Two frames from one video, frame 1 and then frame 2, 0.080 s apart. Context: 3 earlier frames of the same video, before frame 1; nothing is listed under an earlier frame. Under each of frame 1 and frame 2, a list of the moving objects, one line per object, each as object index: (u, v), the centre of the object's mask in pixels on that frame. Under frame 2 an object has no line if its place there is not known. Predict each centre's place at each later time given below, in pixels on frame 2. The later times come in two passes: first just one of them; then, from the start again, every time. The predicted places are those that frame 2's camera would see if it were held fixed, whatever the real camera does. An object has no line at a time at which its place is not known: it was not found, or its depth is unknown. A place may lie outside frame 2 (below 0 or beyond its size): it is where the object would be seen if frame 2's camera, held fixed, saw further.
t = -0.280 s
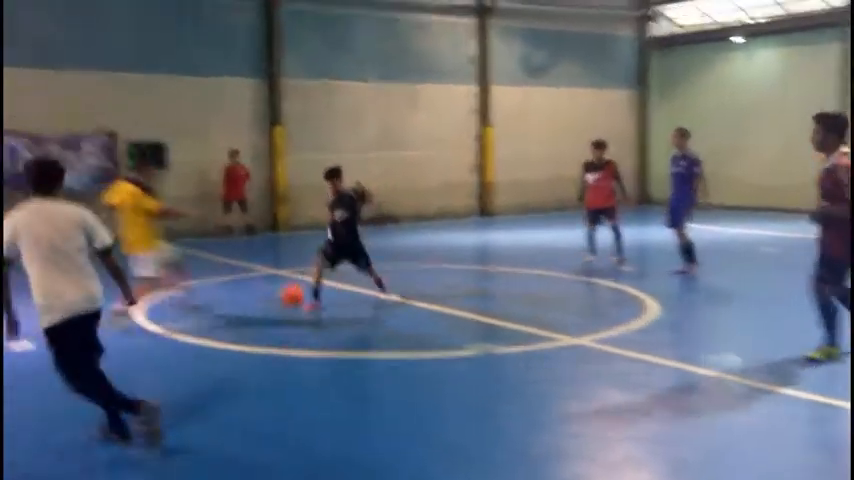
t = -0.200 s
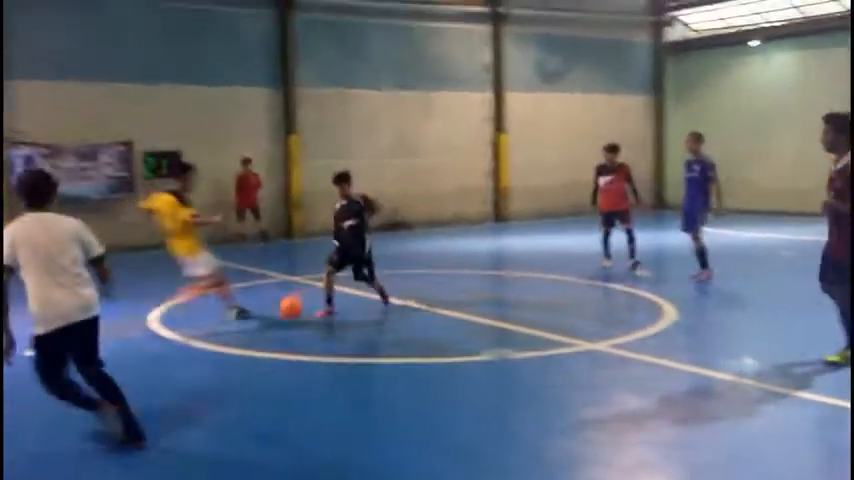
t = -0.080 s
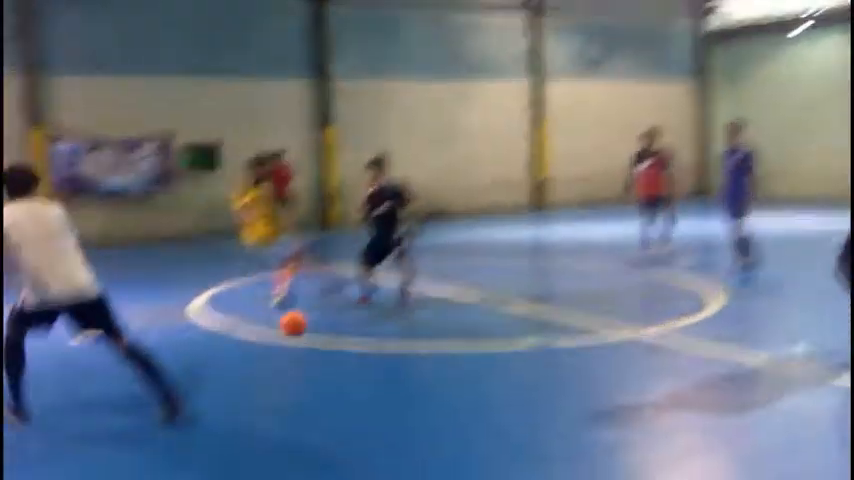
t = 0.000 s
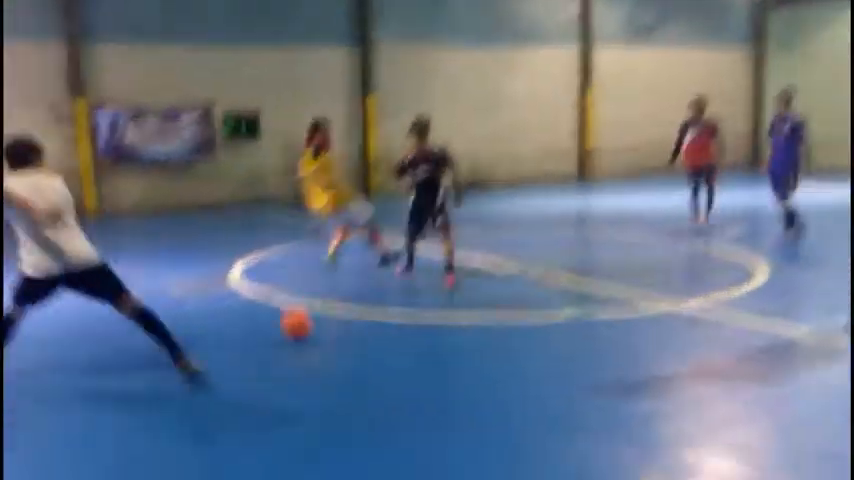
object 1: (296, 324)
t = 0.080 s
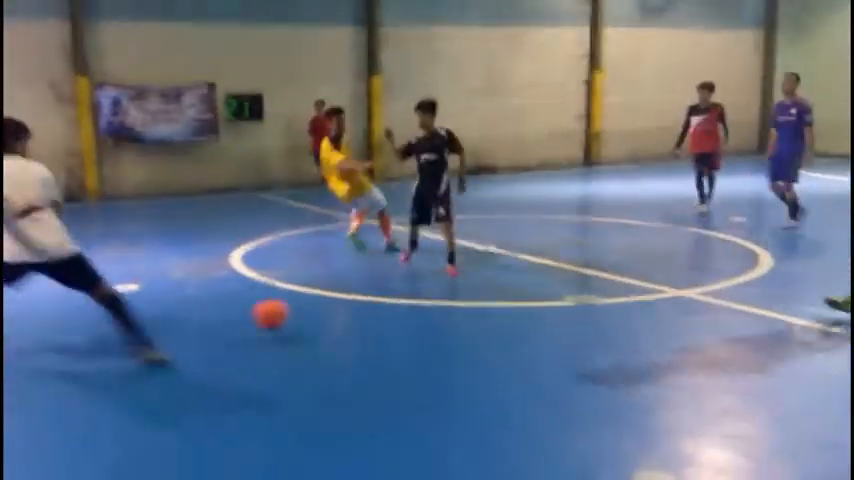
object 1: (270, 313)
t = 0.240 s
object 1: (195, 362)
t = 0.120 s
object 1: (257, 319)
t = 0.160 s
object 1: (242, 326)
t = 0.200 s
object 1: (210, 349)
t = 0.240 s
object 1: (195, 362)
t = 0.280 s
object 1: (180, 365)
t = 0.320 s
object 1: (162, 369)
